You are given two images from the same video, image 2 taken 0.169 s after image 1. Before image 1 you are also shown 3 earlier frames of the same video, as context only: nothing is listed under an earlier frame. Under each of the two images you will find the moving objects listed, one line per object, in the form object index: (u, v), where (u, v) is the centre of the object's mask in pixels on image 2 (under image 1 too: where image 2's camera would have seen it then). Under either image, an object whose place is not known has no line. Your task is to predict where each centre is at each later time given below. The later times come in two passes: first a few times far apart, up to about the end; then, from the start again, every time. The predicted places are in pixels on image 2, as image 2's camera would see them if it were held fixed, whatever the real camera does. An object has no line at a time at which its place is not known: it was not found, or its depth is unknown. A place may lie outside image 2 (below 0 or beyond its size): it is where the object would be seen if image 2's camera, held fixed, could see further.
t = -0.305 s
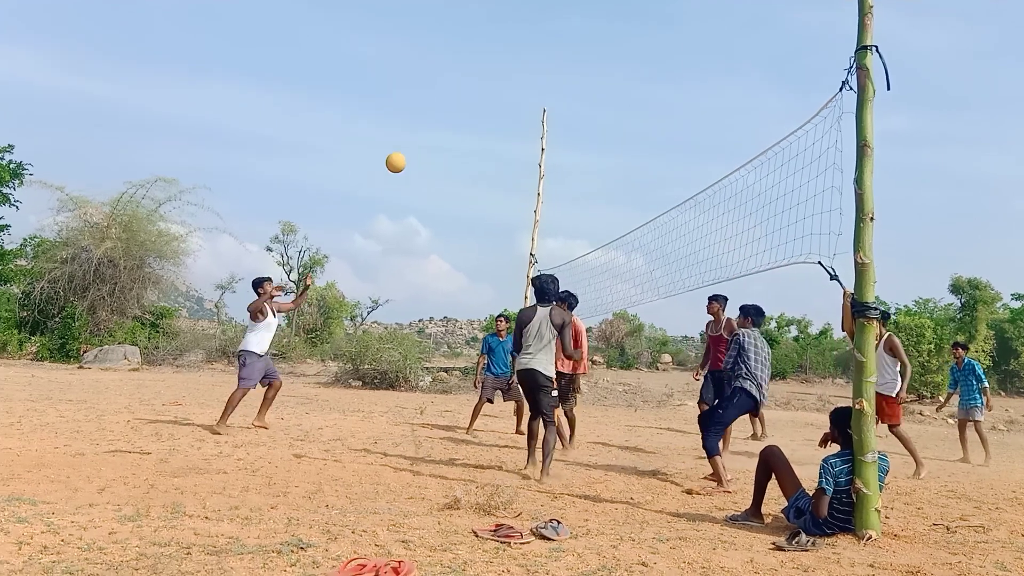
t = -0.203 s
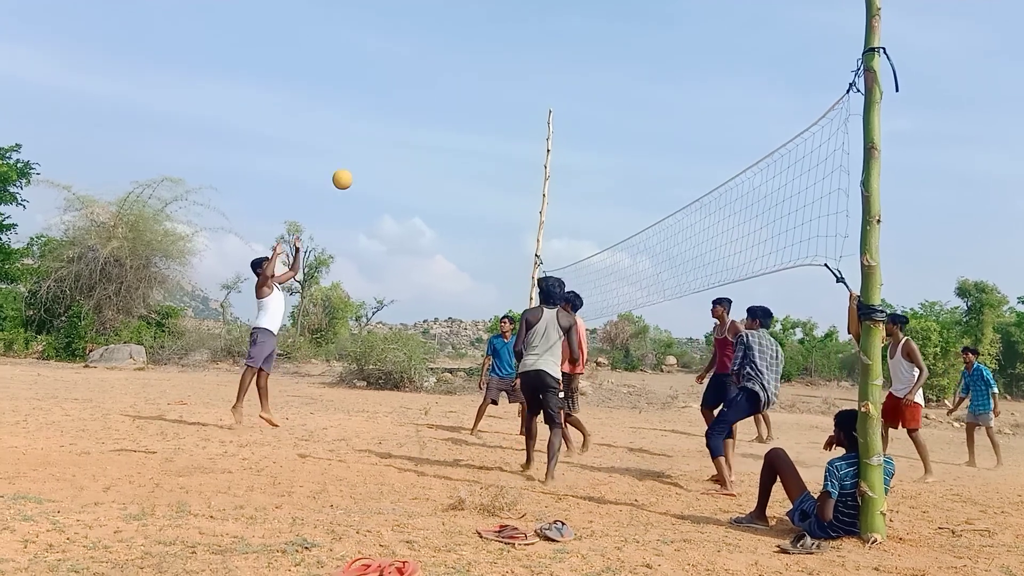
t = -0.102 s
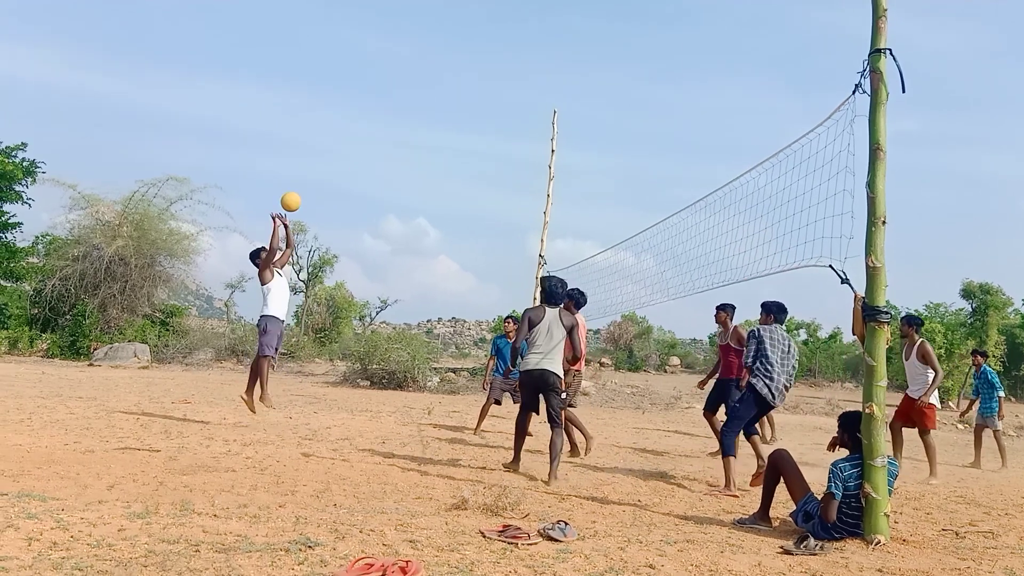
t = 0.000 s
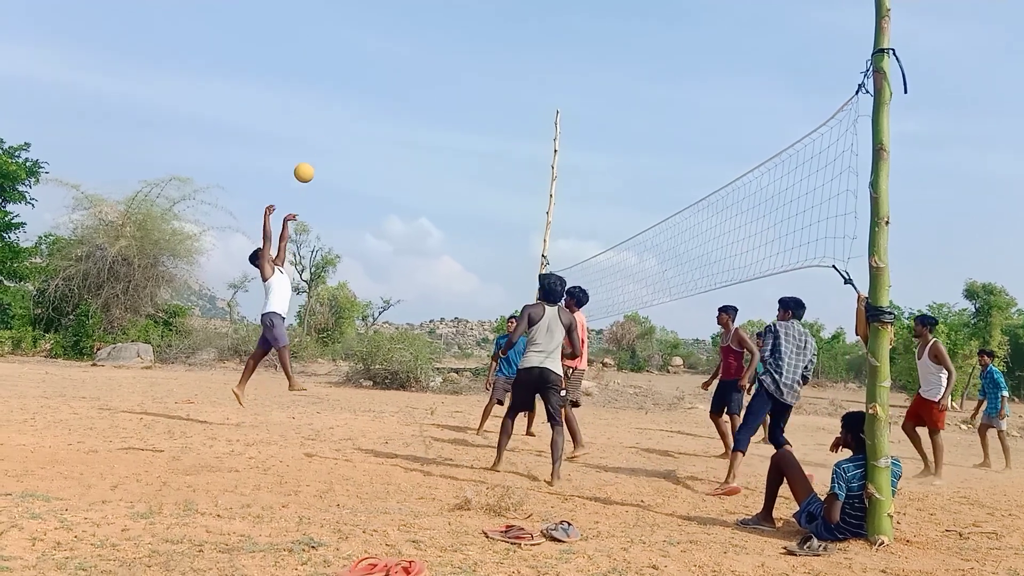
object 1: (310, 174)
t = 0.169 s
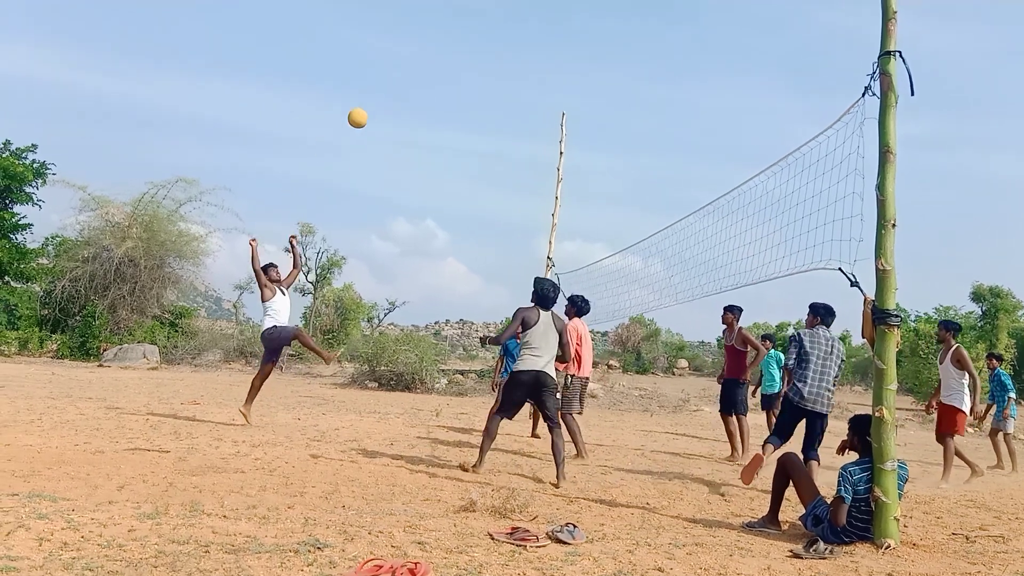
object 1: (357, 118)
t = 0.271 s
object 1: (386, 96)
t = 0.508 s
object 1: (452, 80)
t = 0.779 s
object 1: (527, 125)
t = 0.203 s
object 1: (367, 110)
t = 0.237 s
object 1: (377, 103)
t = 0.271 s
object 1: (386, 96)
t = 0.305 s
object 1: (396, 90)
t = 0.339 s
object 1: (405, 87)
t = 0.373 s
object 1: (415, 83)
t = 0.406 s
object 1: (424, 81)
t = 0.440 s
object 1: (434, 79)
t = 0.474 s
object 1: (443, 79)
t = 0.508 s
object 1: (452, 80)
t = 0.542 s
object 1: (462, 81)
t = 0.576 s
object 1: (471, 84)
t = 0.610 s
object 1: (480, 88)
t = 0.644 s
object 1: (490, 93)
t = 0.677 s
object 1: (499, 99)
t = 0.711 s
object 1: (508, 106)
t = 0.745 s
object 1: (517, 115)
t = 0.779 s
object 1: (527, 125)
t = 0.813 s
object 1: (536, 136)
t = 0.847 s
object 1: (545, 148)
